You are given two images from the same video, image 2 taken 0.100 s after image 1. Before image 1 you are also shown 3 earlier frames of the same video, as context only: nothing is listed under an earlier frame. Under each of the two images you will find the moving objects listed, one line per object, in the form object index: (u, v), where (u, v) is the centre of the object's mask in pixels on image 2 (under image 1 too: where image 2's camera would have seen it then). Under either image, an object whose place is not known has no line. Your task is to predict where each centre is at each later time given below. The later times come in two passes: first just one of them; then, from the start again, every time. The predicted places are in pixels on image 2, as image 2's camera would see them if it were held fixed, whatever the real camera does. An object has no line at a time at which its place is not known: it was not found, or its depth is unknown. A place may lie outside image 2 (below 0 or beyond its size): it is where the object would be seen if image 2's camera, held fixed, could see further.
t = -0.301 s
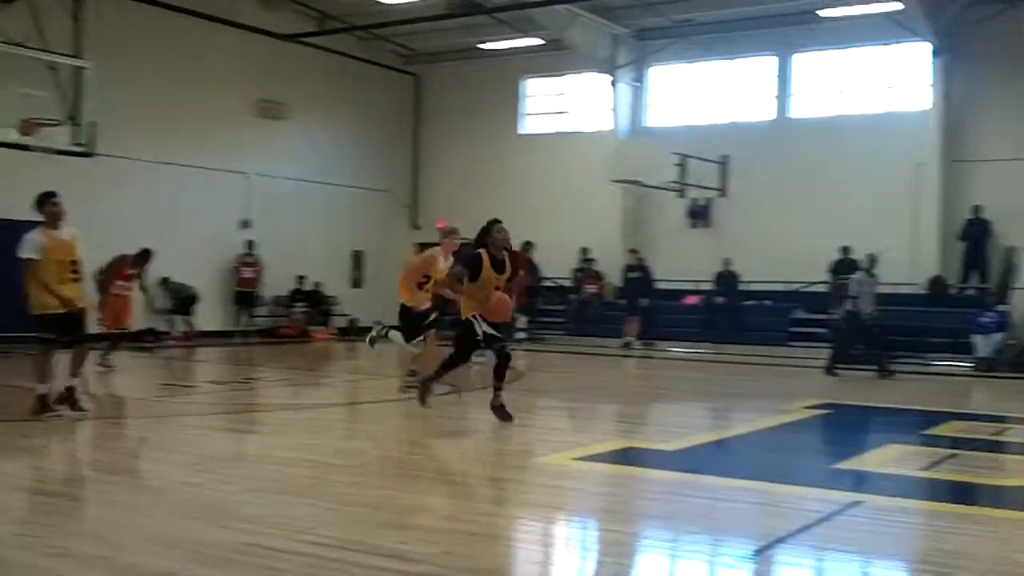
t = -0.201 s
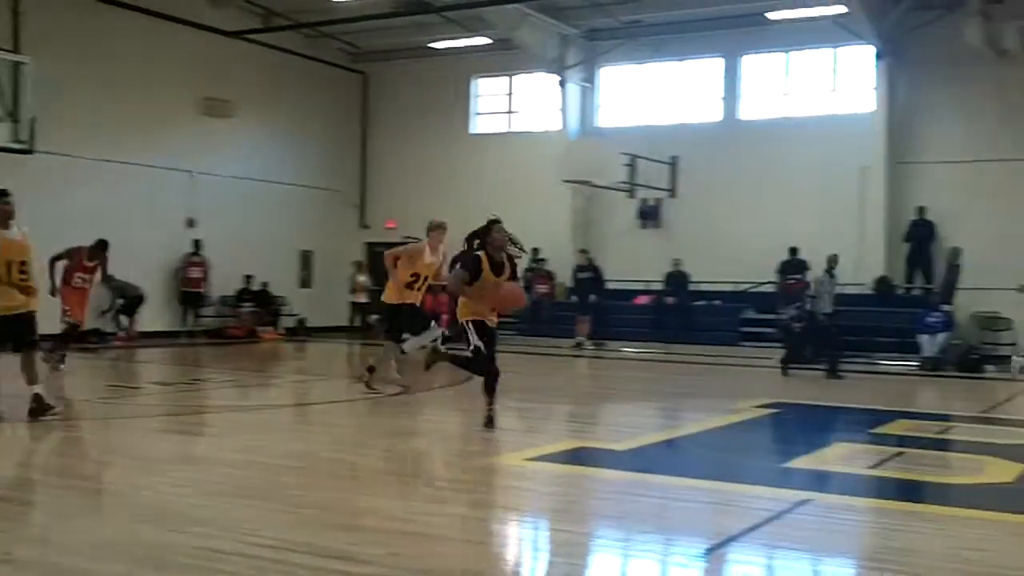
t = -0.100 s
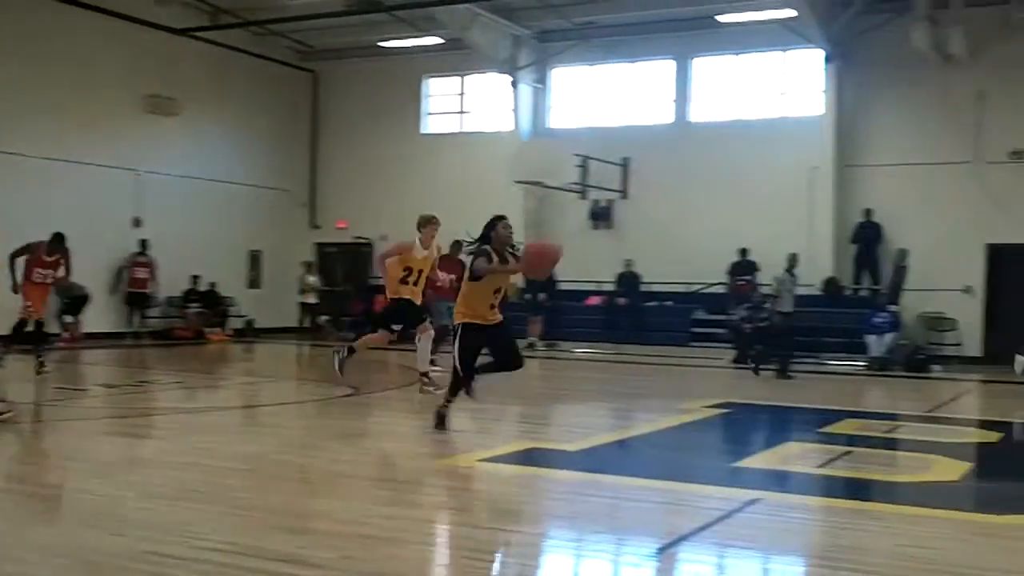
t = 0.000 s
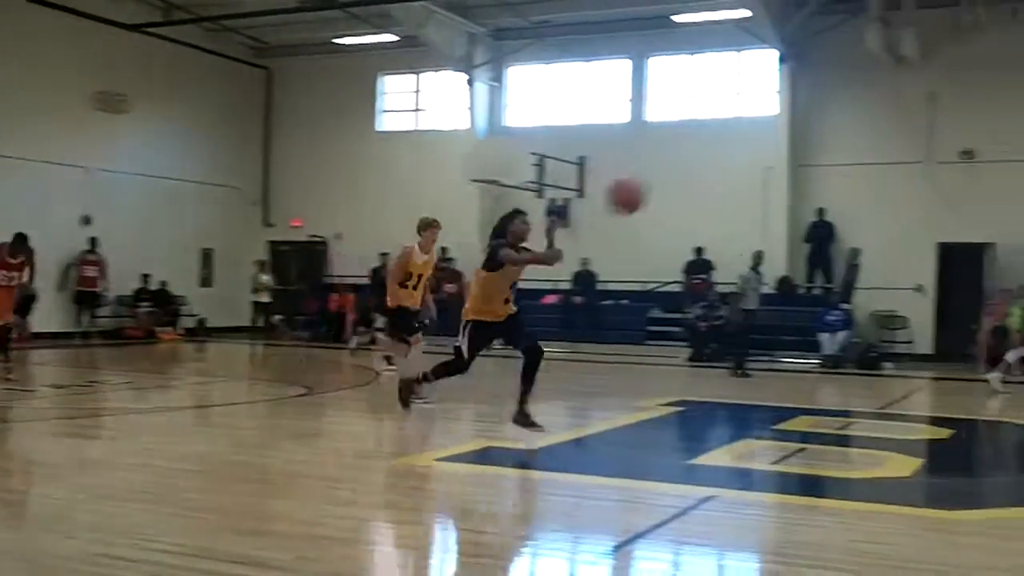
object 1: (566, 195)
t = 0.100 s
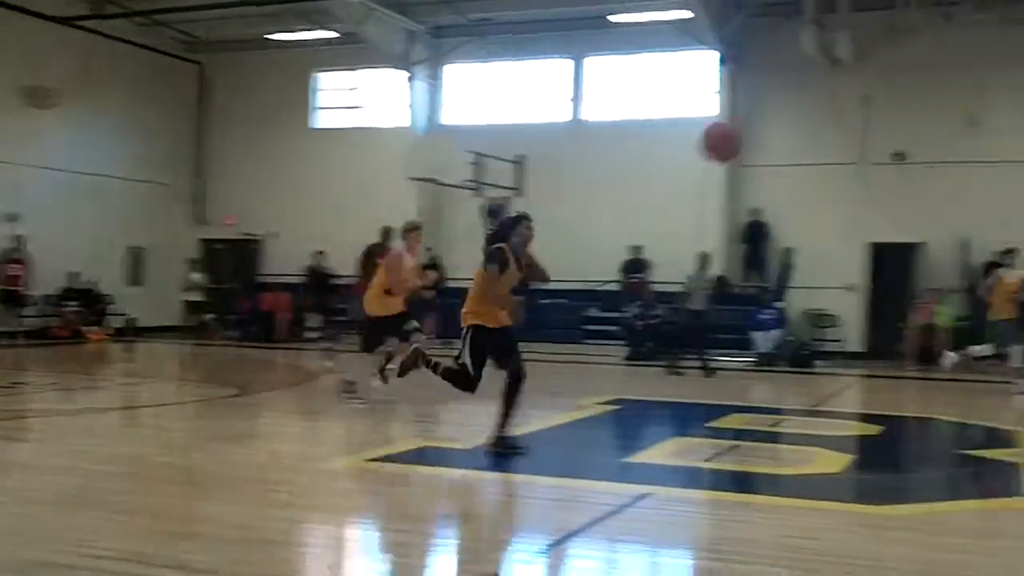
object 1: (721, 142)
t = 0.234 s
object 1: (984, 76)
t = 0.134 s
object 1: (780, 124)
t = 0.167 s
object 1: (844, 109)
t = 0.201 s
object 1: (911, 91)
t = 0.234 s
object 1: (984, 76)
